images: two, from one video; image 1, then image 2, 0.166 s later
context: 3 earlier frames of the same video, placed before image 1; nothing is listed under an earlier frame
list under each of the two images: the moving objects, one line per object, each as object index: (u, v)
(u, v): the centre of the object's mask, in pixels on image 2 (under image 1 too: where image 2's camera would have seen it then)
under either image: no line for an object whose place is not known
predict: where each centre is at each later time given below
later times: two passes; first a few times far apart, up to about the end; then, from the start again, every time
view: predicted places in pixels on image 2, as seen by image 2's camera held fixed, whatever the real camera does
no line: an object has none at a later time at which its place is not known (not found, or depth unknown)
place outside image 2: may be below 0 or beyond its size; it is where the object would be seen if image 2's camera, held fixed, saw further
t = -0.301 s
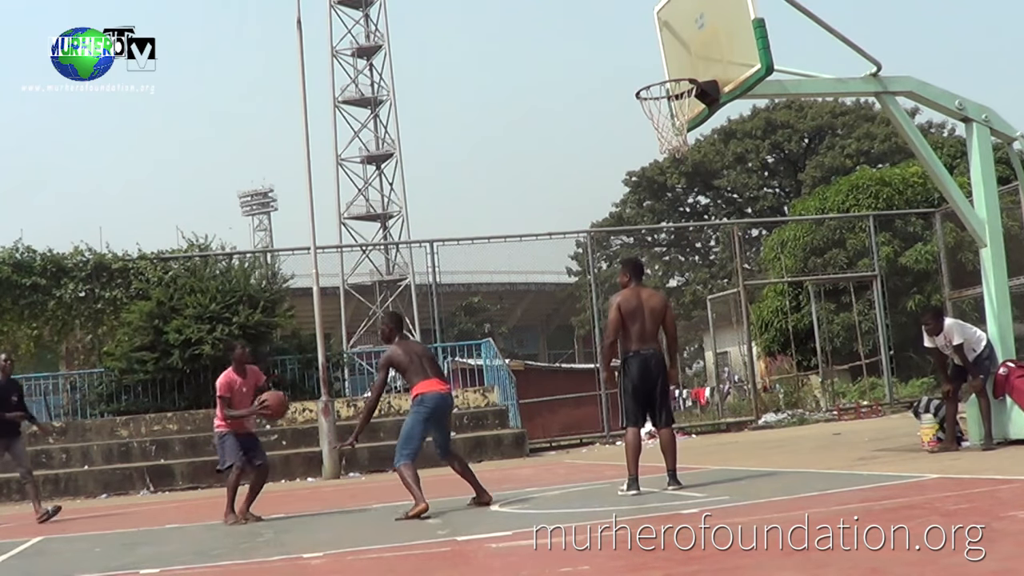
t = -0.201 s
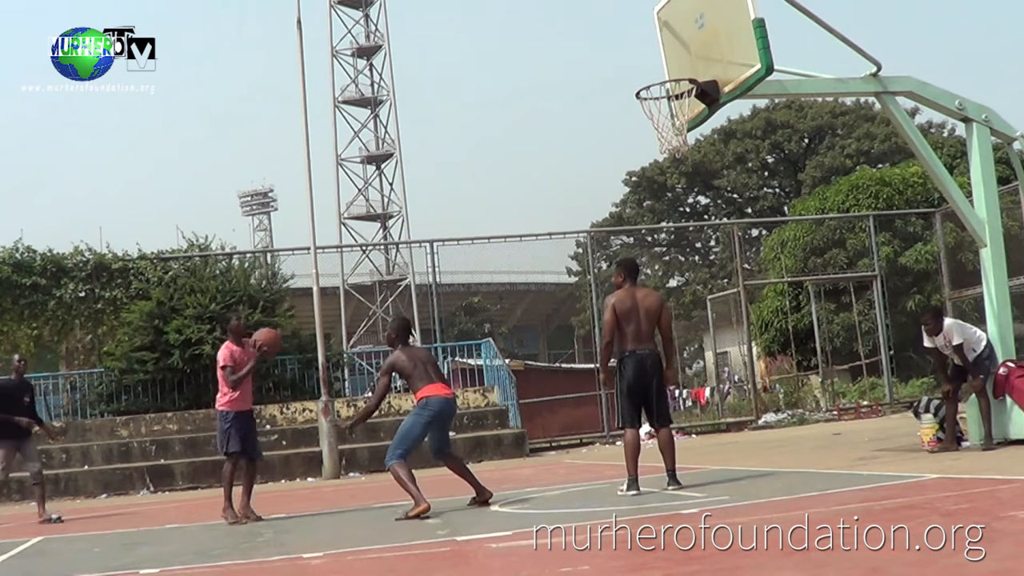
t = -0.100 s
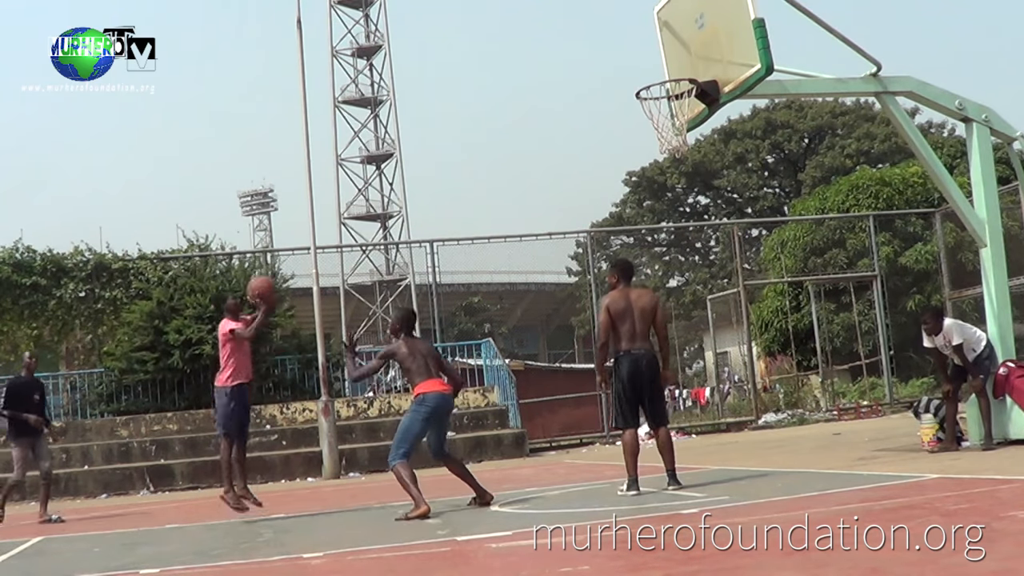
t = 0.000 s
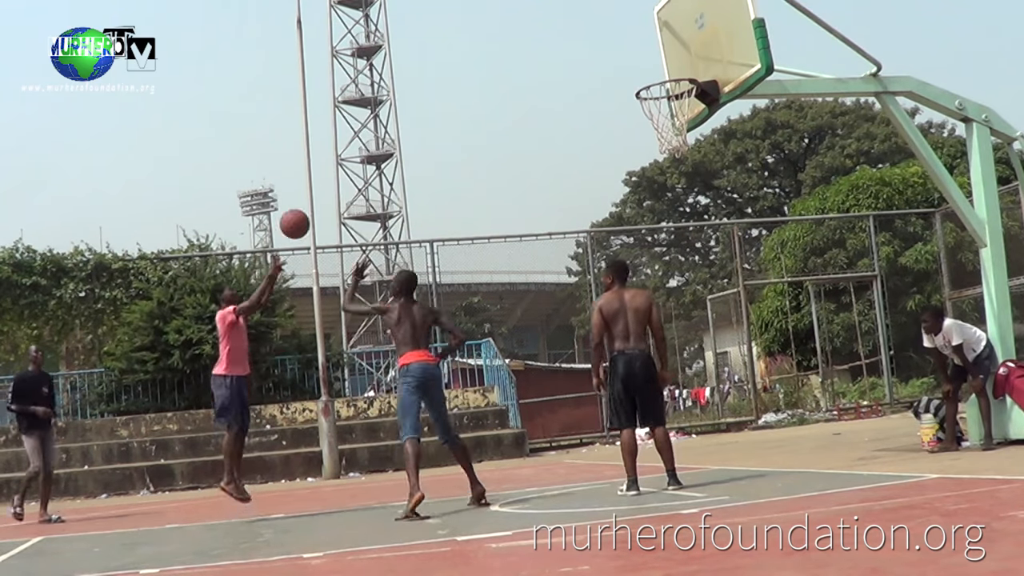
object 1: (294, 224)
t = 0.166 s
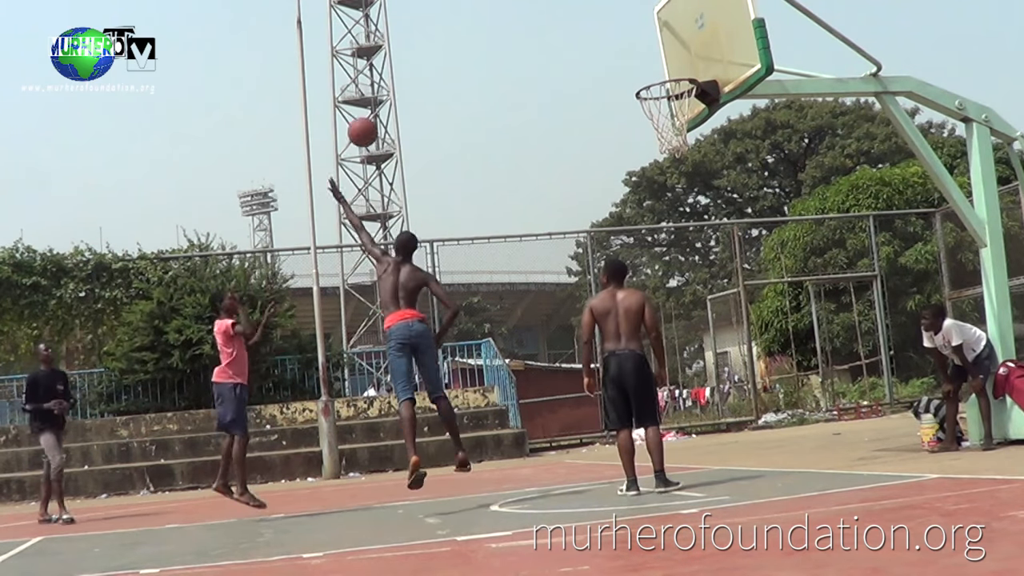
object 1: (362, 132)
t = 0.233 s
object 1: (390, 104)
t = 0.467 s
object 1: (489, 50)
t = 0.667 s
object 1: (579, 53)
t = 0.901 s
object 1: (657, 68)
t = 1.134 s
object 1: (681, 63)
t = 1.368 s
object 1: (662, 74)
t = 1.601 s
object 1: (642, 87)
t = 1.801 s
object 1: (625, 124)
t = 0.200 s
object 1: (376, 117)
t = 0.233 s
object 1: (390, 104)
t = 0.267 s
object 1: (404, 93)
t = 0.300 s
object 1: (418, 82)
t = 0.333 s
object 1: (432, 73)
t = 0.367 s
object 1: (446, 65)
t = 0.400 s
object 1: (460, 59)
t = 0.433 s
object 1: (475, 54)
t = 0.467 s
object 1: (489, 50)
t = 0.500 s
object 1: (504, 47)
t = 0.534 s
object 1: (519, 46)
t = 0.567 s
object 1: (533, 46)
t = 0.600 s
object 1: (549, 47)
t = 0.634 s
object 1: (564, 49)
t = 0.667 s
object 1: (579, 53)
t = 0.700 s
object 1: (595, 58)
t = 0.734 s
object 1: (610, 65)
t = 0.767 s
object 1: (626, 73)
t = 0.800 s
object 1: (642, 82)
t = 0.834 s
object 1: (650, 81)
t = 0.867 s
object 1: (653, 74)
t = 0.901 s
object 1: (657, 68)
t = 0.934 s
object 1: (661, 64)
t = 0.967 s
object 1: (664, 61)
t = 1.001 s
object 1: (669, 59)
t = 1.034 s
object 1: (673, 59)
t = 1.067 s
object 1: (677, 59)
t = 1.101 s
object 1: (681, 62)
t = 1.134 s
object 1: (681, 63)
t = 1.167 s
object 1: (678, 65)
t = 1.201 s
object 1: (675, 67)
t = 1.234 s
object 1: (673, 73)
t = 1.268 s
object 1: (670, 81)
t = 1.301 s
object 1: (668, 79)
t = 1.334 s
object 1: (664, 76)
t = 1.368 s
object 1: (662, 74)
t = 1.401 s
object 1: (659, 75)
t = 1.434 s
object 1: (657, 76)
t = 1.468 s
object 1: (654, 79)
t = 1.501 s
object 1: (652, 83)
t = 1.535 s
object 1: (649, 86)
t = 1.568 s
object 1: (646, 85)
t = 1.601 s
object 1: (642, 87)
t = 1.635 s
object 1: (639, 90)
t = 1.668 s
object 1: (635, 94)
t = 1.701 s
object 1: (633, 100)
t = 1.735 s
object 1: (629, 107)
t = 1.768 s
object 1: (627, 115)
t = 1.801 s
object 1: (625, 124)
